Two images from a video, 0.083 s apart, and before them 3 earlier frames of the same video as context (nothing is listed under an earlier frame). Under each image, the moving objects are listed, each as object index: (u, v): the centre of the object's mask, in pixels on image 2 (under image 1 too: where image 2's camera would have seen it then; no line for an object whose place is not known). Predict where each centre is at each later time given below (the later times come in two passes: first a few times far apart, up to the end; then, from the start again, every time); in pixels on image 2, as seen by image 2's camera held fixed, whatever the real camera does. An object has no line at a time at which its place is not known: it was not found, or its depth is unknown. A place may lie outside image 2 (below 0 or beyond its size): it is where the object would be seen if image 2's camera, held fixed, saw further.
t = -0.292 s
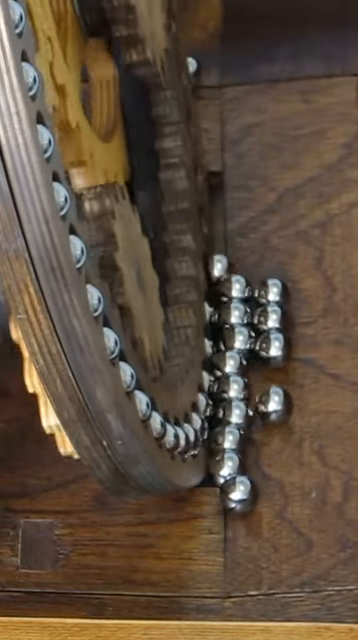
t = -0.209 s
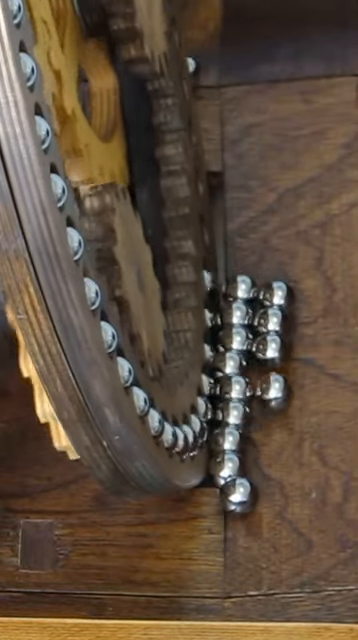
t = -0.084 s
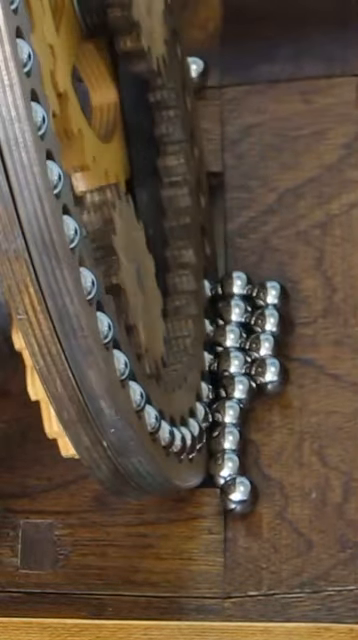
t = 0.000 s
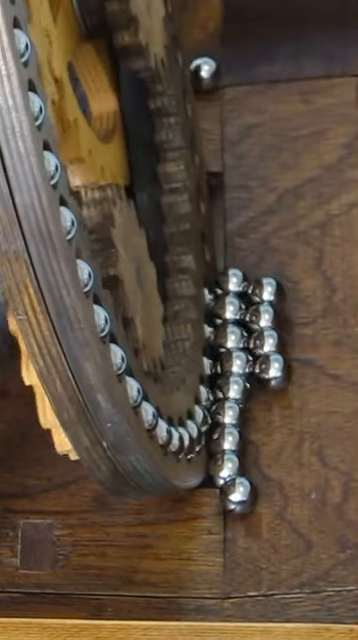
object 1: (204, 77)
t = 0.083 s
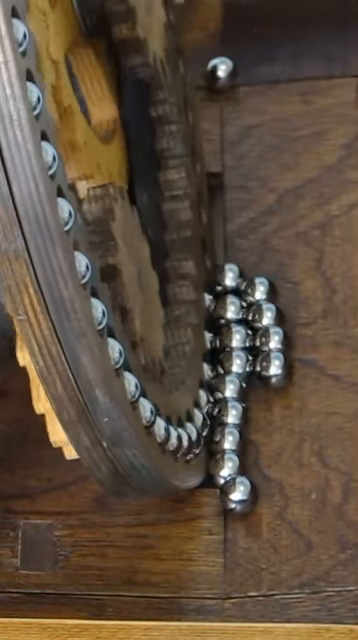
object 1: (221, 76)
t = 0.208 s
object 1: (224, 77)
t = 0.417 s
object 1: (199, 75)
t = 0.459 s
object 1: (223, 74)
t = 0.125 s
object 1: (225, 76)
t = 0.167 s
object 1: (225, 76)
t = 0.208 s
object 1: (224, 77)
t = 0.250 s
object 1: (220, 76)
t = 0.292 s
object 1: (211, 78)
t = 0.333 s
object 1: (206, 77)
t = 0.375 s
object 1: (202, 76)
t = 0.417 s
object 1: (199, 75)
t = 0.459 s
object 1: (223, 74)
